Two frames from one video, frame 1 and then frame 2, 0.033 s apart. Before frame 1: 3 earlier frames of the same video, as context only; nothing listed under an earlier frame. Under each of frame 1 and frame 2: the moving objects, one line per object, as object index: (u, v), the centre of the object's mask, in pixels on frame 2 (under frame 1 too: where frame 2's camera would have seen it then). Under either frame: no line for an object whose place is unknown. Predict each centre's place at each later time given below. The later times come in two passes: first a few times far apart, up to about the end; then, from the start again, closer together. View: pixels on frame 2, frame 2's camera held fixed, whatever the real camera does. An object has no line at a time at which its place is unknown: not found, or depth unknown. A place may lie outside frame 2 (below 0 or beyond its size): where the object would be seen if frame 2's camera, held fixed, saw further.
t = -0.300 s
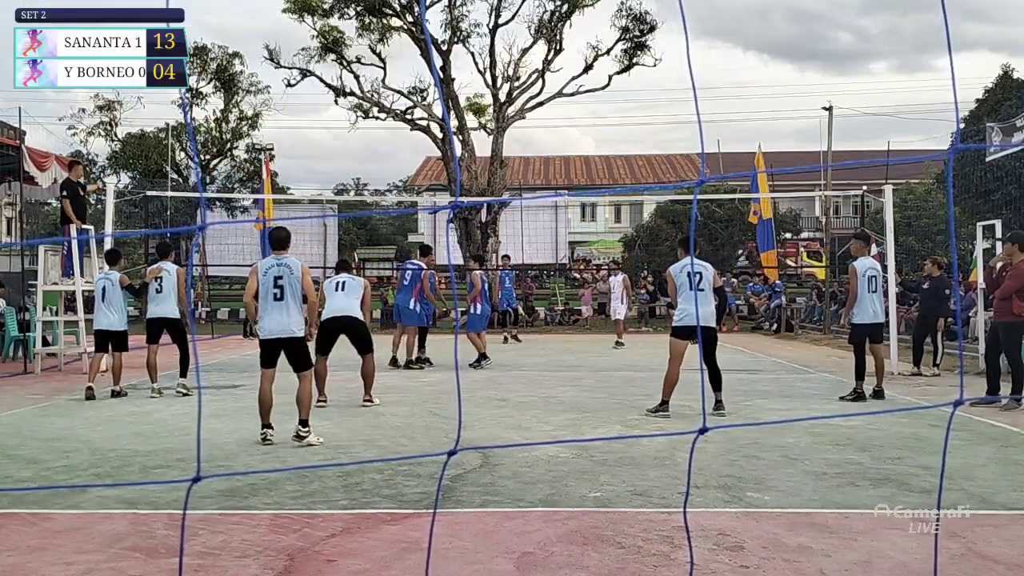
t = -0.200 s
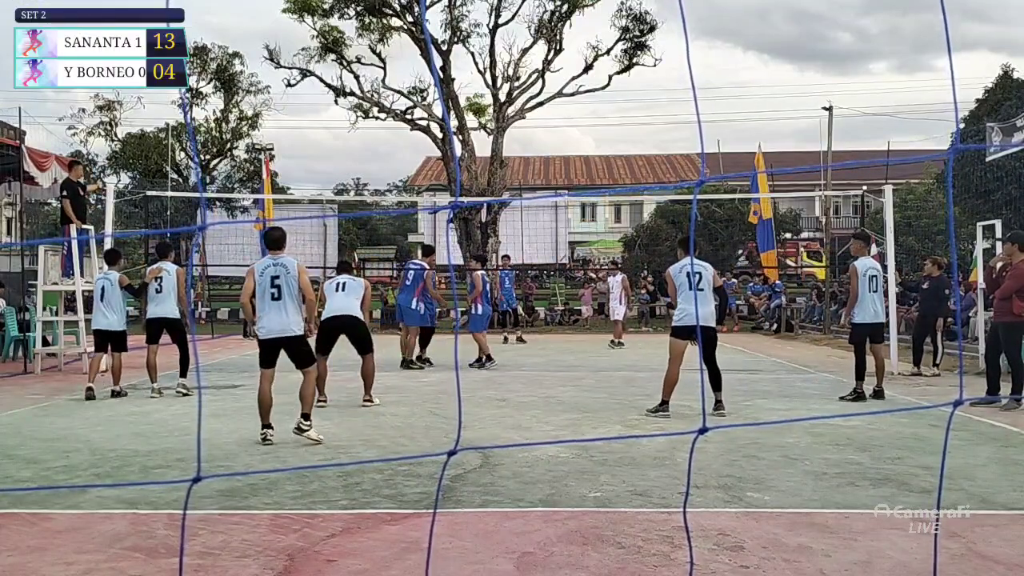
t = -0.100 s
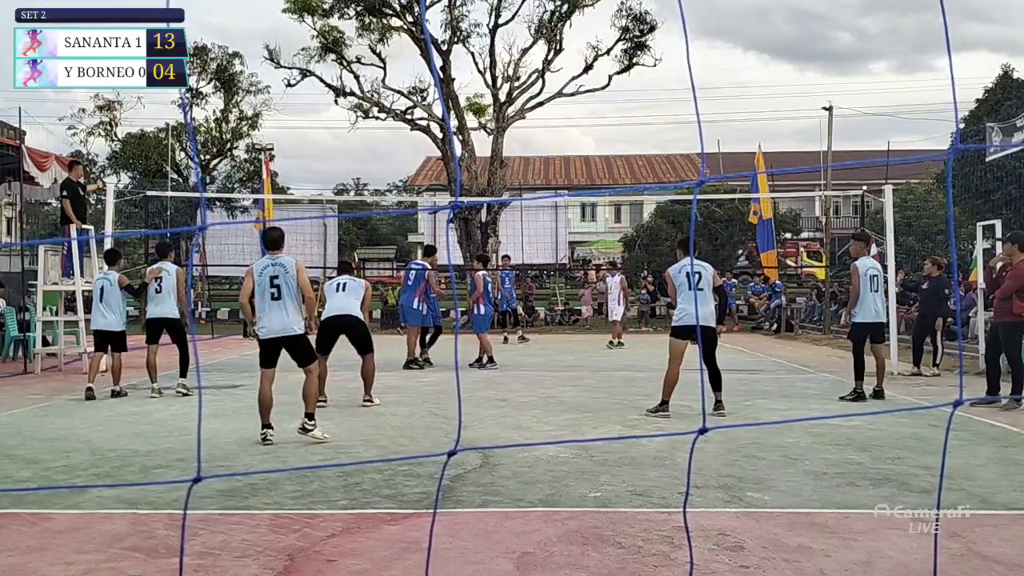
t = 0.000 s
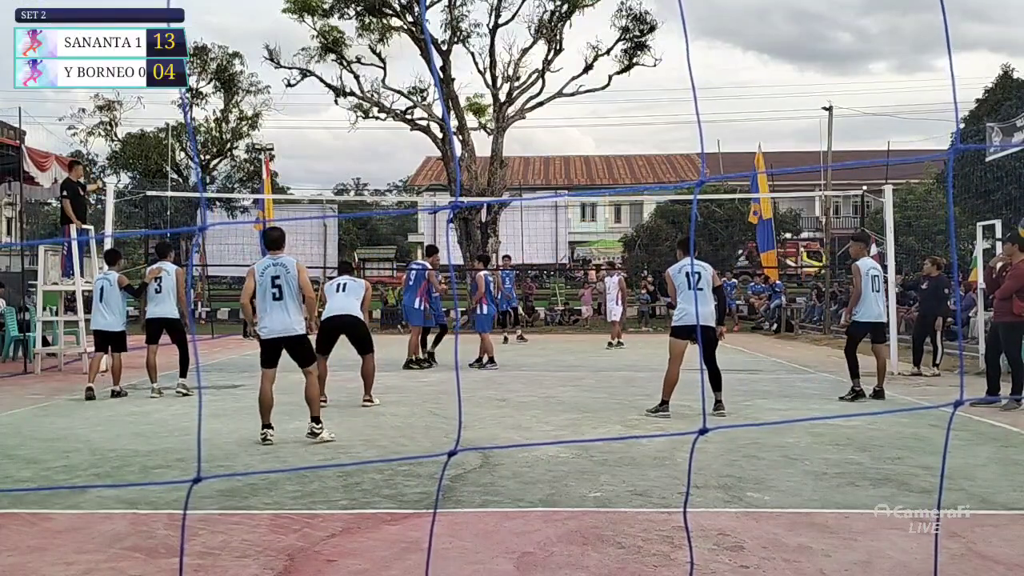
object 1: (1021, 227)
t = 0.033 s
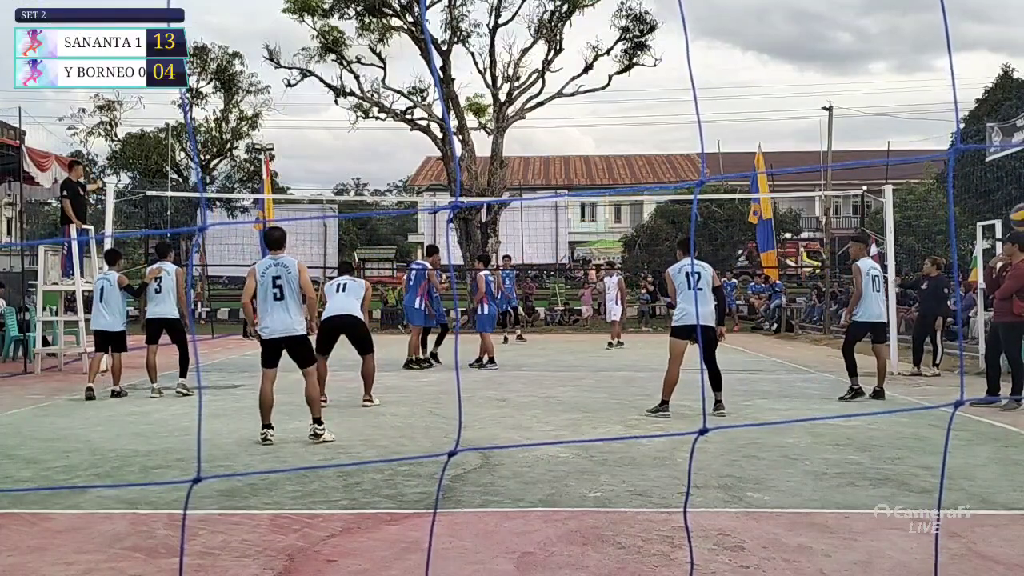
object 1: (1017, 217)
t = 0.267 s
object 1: (952, 175)
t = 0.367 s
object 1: (915, 180)
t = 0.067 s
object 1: (1012, 207)
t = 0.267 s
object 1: (952, 175)
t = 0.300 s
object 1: (939, 175)
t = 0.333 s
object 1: (927, 176)
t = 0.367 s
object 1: (915, 180)
